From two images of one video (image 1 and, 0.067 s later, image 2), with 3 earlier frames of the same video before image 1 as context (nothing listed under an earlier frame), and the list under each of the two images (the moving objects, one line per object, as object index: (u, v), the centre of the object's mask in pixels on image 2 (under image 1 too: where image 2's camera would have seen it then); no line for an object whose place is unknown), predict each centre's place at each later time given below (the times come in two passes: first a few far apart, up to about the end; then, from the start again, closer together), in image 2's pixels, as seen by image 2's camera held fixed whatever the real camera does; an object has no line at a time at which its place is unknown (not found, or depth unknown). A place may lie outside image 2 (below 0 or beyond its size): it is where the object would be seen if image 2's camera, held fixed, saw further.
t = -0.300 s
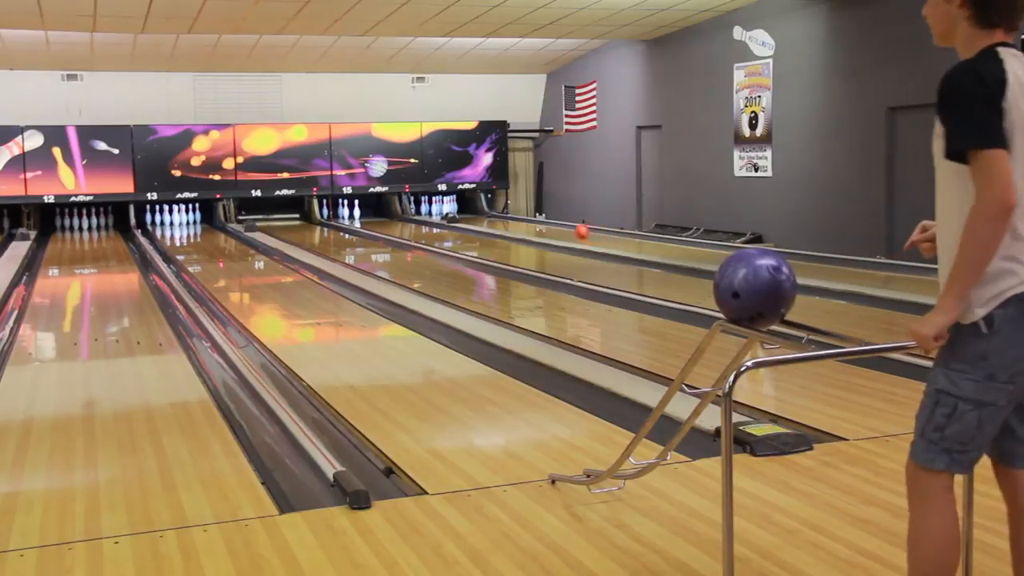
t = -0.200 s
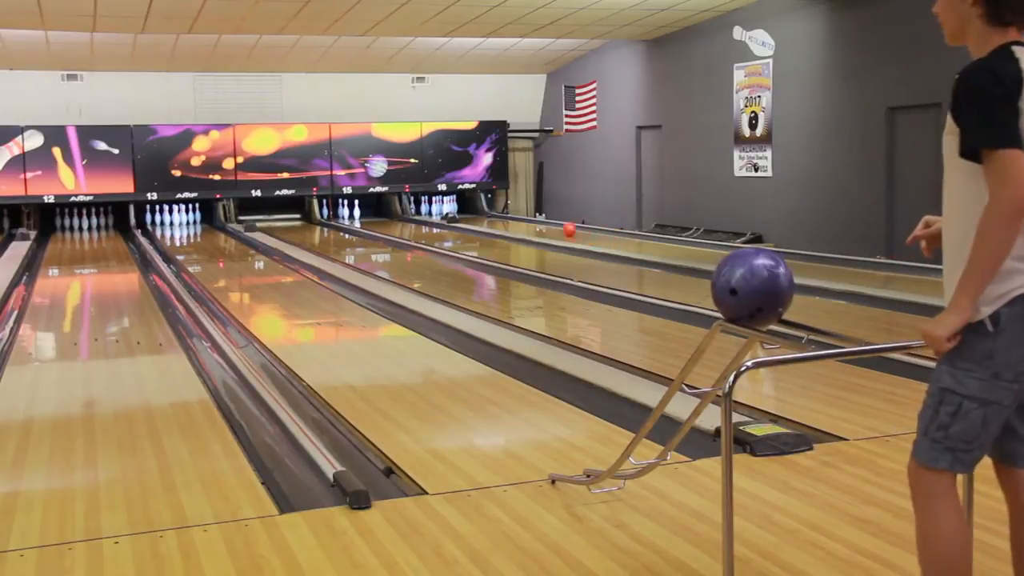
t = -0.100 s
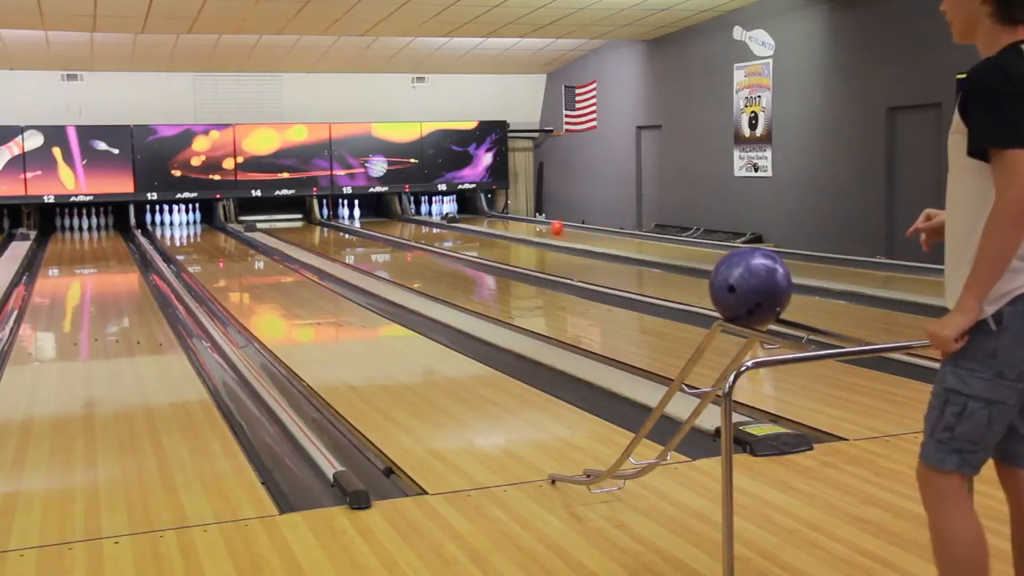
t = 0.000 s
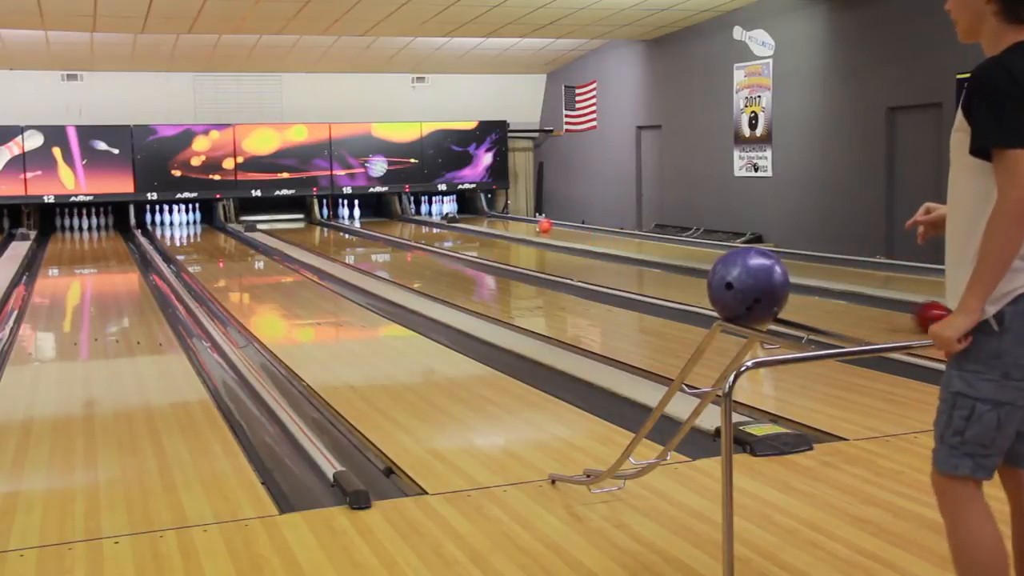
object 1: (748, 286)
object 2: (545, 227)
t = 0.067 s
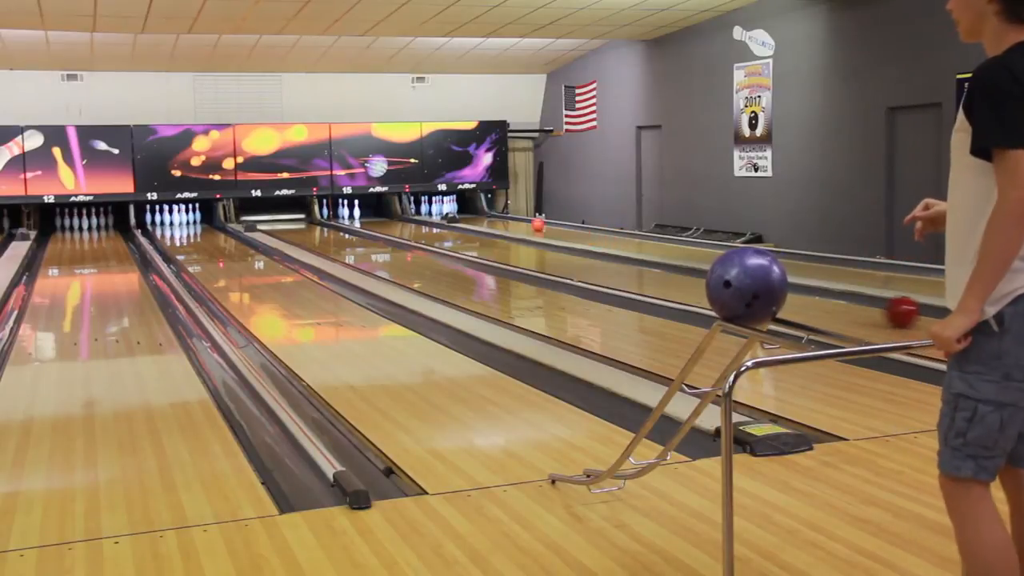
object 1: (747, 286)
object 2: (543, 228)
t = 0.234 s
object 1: (739, 287)
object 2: (520, 222)
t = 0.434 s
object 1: (713, 310)
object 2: (502, 220)
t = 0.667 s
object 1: (657, 398)
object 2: (482, 217)
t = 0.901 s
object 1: (575, 449)
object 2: (466, 215)
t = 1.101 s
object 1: (510, 423)
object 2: (454, 212)
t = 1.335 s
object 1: (453, 393)
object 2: (439, 211)
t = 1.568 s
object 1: (408, 369)
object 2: (428, 210)
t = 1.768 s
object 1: (377, 352)
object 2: (424, 210)
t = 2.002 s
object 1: (347, 336)
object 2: (420, 210)
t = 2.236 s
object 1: (322, 322)
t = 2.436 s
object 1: (304, 313)
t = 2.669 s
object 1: (286, 302)
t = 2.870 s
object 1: (272, 295)
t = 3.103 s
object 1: (259, 286)
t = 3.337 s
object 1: (247, 279)
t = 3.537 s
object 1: (238, 272)
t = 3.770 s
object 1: (229, 266)
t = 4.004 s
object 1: (221, 261)
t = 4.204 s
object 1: (215, 257)
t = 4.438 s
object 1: (209, 253)
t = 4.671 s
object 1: (203, 249)
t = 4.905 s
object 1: (198, 245)
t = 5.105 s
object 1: (193, 241)
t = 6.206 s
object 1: (178, 229)
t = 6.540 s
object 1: (175, 225)
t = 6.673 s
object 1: (173, 224)
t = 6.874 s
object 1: (171, 223)
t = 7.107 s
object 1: (168, 221)
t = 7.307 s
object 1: (159, 220)
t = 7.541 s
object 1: (152, 219)
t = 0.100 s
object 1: (746, 286)
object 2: (534, 224)
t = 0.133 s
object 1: (744, 286)
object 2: (530, 224)
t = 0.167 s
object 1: (743, 286)
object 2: (527, 223)
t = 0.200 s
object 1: (741, 287)
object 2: (524, 222)
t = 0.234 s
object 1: (739, 287)
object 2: (520, 222)
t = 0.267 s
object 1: (737, 288)
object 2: (517, 222)
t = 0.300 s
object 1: (735, 289)
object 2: (514, 221)
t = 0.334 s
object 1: (731, 292)
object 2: (511, 221)
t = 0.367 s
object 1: (727, 297)
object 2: (507, 220)
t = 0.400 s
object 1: (721, 303)
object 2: (505, 220)
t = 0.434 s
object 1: (713, 310)
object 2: (502, 220)
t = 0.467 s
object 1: (709, 325)
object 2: (499, 219)
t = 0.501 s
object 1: (701, 336)
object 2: (495, 219)
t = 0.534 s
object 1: (694, 347)
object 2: (493, 218)
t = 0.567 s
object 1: (685, 357)
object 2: (491, 218)
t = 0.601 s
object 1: (674, 365)
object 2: (488, 218)
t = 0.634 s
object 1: (664, 383)
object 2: (485, 217)
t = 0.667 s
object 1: (657, 398)
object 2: (482, 217)
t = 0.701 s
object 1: (647, 413)
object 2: (480, 217)
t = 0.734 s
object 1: (638, 428)
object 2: (477, 217)
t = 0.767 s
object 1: (624, 437)
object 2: (475, 216)
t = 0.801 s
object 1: (608, 445)
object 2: (472, 216)
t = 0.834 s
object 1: (598, 449)
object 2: (470, 216)
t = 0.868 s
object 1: (587, 450)
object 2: (468, 215)
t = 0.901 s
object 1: (575, 449)
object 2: (466, 215)
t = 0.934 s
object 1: (563, 447)
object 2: (463, 215)
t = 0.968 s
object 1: (551, 443)
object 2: (462, 214)
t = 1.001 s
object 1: (541, 438)
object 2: (460, 214)
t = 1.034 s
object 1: (530, 432)
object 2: (458, 214)
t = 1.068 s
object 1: (520, 427)
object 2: (456, 212)
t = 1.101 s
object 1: (510, 423)
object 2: (454, 212)
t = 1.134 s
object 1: (501, 418)
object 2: (451, 211)
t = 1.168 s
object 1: (493, 413)
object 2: (447, 212)
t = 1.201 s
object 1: (484, 408)
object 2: (446, 211)
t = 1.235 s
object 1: (476, 404)
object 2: (445, 211)
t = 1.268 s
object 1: (468, 400)
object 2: (443, 211)
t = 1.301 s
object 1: (460, 396)
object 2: (442, 212)
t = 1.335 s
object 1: (453, 393)
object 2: (439, 211)
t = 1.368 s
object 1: (446, 389)
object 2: (437, 211)
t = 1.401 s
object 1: (439, 385)
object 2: (436, 211)
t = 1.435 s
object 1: (432, 382)
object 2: (435, 211)
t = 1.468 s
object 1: (426, 379)
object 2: (432, 210)
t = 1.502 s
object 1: (420, 375)
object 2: (432, 211)
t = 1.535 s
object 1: (414, 372)
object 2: (429, 210)
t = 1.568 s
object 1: (408, 369)
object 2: (428, 210)
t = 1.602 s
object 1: (403, 366)
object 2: (427, 210)
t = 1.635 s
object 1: (397, 363)
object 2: (426, 210)
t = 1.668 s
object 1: (392, 360)
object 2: (426, 210)
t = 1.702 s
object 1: (387, 358)
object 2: (425, 210)
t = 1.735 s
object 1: (382, 355)
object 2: (425, 210)
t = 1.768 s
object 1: (377, 352)
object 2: (424, 210)
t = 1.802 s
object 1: (372, 350)
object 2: (423, 210)
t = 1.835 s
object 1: (368, 347)
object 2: (423, 210)
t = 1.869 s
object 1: (363, 345)
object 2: (421, 210)
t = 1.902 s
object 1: (359, 343)
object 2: (421, 209)
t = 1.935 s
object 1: (355, 341)
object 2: (421, 209)
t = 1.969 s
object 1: (351, 338)
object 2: (421, 209)
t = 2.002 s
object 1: (347, 336)
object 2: (420, 210)
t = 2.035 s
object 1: (343, 334)
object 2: (420, 209)
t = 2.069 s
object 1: (339, 332)
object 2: (420, 209)
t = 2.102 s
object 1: (336, 330)
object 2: (420, 209)
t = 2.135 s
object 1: (332, 328)
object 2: (419, 209)
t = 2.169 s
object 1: (328, 326)
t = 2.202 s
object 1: (325, 324)
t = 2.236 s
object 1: (322, 322)
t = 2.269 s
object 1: (319, 321)
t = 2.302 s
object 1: (315, 319)
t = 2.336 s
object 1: (313, 317)
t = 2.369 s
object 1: (310, 315)
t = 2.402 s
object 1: (307, 314)
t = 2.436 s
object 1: (304, 313)
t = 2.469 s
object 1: (301, 311)
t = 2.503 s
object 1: (299, 309)
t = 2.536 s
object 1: (296, 308)
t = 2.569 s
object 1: (293, 307)
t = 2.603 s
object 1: (291, 305)
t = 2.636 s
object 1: (288, 304)
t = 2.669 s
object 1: (286, 302)
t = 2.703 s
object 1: (283, 301)
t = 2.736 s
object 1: (281, 300)
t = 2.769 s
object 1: (279, 298)
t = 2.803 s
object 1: (277, 297)
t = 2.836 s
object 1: (275, 296)
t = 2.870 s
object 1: (272, 295)
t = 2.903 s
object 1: (270, 293)
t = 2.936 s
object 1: (268, 292)
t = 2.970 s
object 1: (267, 291)
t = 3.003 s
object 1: (265, 289)
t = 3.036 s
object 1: (262, 288)
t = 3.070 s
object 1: (261, 287)
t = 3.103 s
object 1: (259, 286)
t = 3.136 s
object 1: (257, 285)
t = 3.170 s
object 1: (255, 284)
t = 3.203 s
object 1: (253, 283)
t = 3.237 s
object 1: (252, 281)
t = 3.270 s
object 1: (250, 280)
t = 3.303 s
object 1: (248, 279)
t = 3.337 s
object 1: (247, 279)
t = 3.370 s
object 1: (246, 277)
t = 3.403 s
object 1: (244, 276)
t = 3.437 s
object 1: (242, 275)
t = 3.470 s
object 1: (241, 274)
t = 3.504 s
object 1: (240, 273)
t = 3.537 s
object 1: (238, 272)
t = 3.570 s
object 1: (237, 272)
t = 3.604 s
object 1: (236, 271)
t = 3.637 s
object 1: (234, 270)
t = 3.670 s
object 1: (233, 269)
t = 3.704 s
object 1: (232, 268)
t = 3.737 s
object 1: (230, 267)
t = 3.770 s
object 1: (229, 266)
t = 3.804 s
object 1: (228, 266)
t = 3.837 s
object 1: (227, 265)
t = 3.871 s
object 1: (226, 264)
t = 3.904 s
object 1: (224, 264)
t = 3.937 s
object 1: (223, 262)
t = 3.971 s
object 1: (222, 262)
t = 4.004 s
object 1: (221, 261)
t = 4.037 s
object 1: (220, 260)
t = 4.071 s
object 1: (219, 259)
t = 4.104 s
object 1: (218, 259)
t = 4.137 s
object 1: (217, 258)
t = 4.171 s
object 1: (216, 257)
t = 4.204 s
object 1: (215, 257)
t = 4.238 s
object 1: (214, 257)
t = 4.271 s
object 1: (213, 256)
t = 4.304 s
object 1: (212, 255)
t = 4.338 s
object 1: (211, 254)
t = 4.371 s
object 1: (210, 254)
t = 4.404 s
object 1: (209, 253)
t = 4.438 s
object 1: (209, 253)
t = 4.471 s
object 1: (207, 252)
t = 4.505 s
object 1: (207, 251)
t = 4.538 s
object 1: (206, 251)
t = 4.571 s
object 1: (205, 250)
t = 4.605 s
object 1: (204, 250)
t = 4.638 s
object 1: (204, 249)
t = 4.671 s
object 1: (203, 249)
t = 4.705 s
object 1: (202, 248)
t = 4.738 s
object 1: (201, 247)
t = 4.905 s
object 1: (198, 245)
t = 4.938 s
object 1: (197, 244)
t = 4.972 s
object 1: (197, 244)
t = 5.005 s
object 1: (196, 243)
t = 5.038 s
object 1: (195, 242)
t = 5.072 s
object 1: (194, 242)
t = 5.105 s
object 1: (193, 241)
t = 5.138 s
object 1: (193, 241)
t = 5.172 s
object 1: (192, 240)
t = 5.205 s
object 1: (192, 240)
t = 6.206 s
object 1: (178, 229)
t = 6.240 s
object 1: (178, 228)
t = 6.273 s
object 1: (178, 228)
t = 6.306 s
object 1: (177, 228)
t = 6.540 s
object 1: (175, 225)
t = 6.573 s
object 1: (174, 225)
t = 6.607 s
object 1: (174, 225)
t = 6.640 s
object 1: (174, 224)
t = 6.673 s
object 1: (173, 224)
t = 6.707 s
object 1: (173, 224)
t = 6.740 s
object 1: (173, 224)
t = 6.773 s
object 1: (172, 223)
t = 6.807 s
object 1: (172, 223)
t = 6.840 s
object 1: (172, 223)
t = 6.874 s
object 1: (171, 223)
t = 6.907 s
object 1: (171, 222)
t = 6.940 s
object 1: (171, 222)
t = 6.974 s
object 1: (170, 222)
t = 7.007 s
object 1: (170, 222)
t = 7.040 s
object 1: (170, 221)
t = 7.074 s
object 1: (169, 221)
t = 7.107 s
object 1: (168, 221)
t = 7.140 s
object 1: (167, 220)
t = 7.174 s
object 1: (165, 221)
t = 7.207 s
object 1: (163, 221)
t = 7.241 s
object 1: (162, 220)
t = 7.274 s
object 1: (160, 220)
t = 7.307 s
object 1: (159, 220)
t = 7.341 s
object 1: (159, 220)
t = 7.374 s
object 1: (158, 220)
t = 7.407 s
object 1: (157, 220)
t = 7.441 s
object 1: (155, 220)
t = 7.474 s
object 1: (153, 220)
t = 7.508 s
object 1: (152, 219)
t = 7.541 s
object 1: (152, 219)
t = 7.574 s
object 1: (151, 219)
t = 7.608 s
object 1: (150, 219)
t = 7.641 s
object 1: (149, 219)
